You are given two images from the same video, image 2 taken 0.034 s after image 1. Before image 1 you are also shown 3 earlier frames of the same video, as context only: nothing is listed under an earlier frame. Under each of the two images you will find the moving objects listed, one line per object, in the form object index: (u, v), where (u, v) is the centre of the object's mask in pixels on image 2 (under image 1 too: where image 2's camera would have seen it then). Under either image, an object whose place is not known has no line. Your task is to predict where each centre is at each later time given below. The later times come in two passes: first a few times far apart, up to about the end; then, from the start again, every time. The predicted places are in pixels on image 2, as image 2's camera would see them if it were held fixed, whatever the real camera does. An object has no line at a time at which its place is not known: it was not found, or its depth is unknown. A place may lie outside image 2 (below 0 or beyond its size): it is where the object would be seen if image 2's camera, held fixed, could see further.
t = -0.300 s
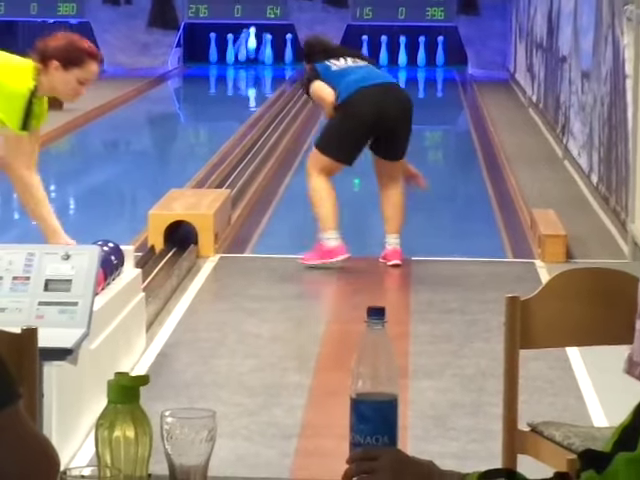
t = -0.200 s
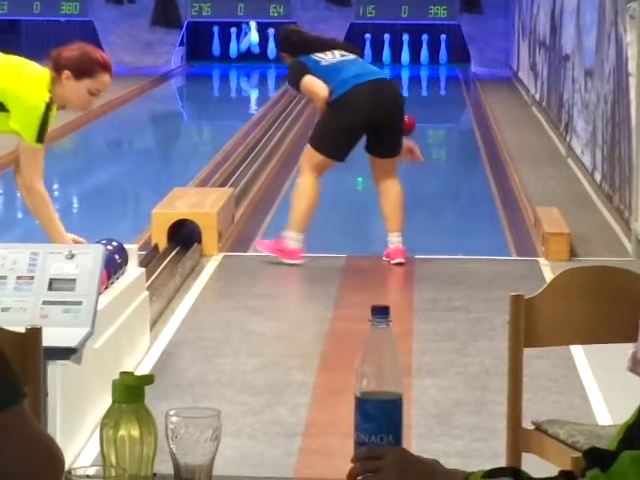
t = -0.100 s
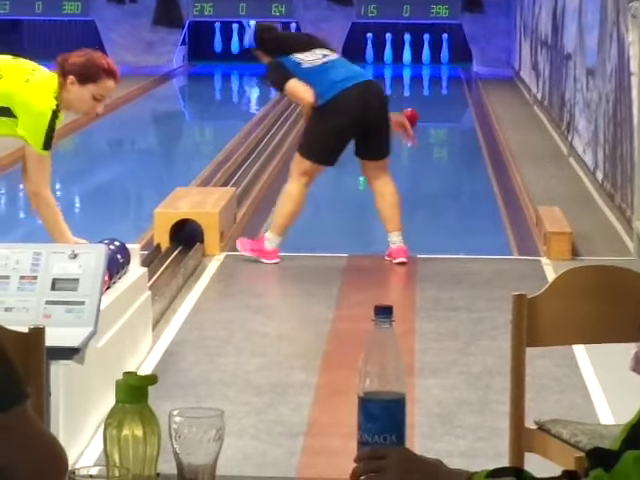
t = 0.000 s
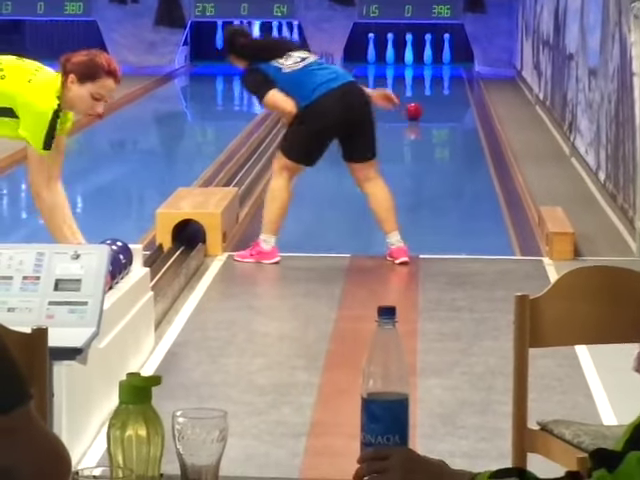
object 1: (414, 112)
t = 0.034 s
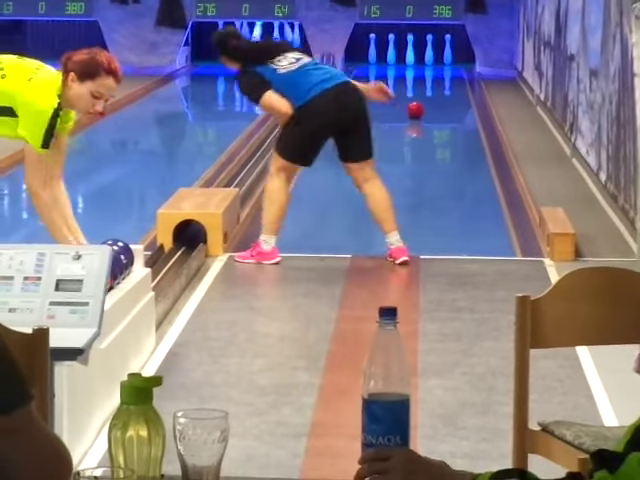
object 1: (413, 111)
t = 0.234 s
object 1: (417, 99)
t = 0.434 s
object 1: (419, 90)
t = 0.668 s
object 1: (421, 81)
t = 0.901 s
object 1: (420, 73)
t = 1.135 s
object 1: (420, 64)
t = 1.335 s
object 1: (421, 60)
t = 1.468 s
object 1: (418, 58)
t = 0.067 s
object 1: (414, 108)
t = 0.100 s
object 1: (415, 107)
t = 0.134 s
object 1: (416, 104)
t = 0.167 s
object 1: (416, 103)
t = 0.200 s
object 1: (417, 101)
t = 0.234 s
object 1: (417, 99)
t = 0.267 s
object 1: (417, 97)
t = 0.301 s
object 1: (418, 96)
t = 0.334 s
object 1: (418, 95)
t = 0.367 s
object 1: (418, 93)
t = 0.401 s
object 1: (419, 91)
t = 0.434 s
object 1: (419, 90)
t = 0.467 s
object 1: (419, 88)
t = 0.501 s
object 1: (419, 87)
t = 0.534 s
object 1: (419, 86)
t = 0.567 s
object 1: (420, 85)
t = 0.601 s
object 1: (420, 83)
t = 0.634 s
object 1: (420, 82)
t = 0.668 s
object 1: (421, 81)
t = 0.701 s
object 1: (421, 79)
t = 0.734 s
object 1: (420, 78)
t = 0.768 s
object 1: (420, 77)
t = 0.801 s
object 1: (421, 76)
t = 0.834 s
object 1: (421, 75)
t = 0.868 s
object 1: (421, 74)
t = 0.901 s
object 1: (420, 73)
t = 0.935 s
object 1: (420, 73)
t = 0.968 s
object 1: (421, 71)
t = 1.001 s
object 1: (421, 68)
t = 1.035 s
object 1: (420, 68)
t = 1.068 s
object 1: (420, 66)
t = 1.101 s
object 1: (420, 65)
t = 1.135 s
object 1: (420, 64)
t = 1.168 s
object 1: (421, 64)
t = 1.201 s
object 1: (420, 62)
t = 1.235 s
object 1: (421, 62)
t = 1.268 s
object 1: (421, 61)
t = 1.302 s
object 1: (420, 61)
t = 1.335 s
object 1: (421, 60)
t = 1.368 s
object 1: (421, 59)
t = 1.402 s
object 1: (418, 59)
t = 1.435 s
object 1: (418, 58)
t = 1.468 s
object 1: (418, 58)
